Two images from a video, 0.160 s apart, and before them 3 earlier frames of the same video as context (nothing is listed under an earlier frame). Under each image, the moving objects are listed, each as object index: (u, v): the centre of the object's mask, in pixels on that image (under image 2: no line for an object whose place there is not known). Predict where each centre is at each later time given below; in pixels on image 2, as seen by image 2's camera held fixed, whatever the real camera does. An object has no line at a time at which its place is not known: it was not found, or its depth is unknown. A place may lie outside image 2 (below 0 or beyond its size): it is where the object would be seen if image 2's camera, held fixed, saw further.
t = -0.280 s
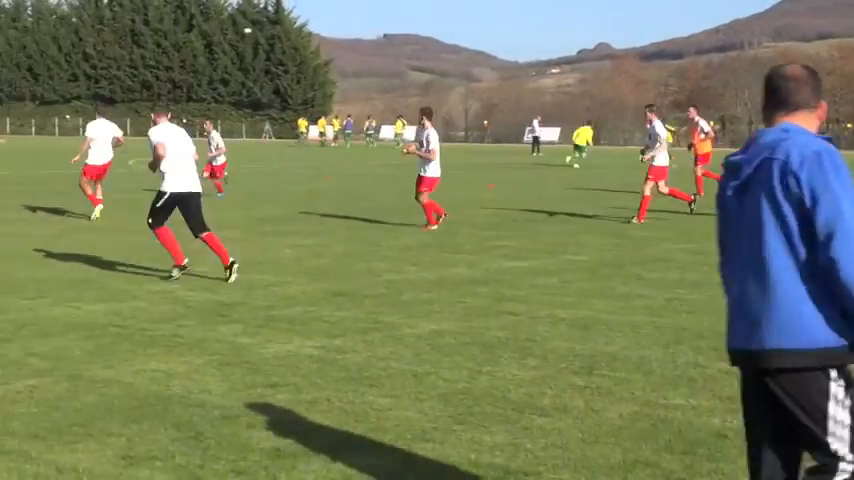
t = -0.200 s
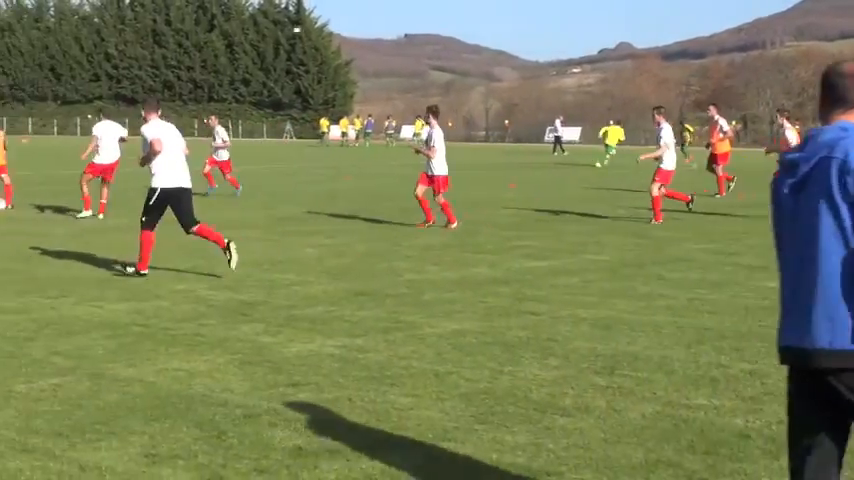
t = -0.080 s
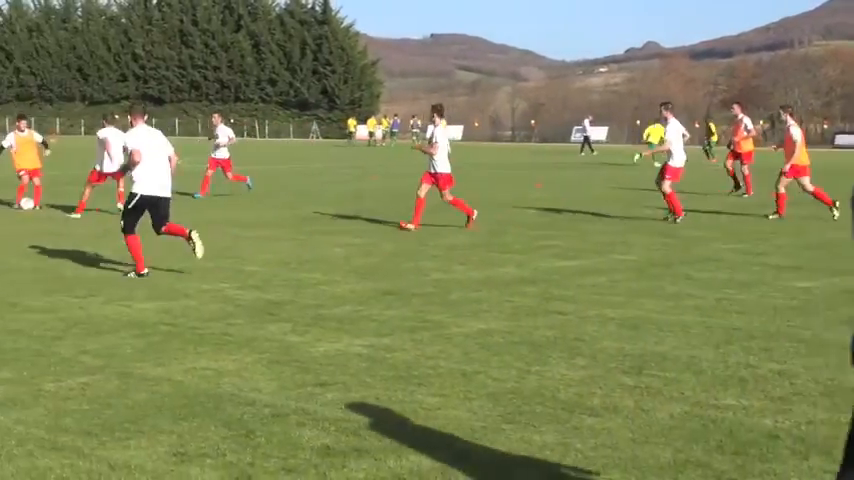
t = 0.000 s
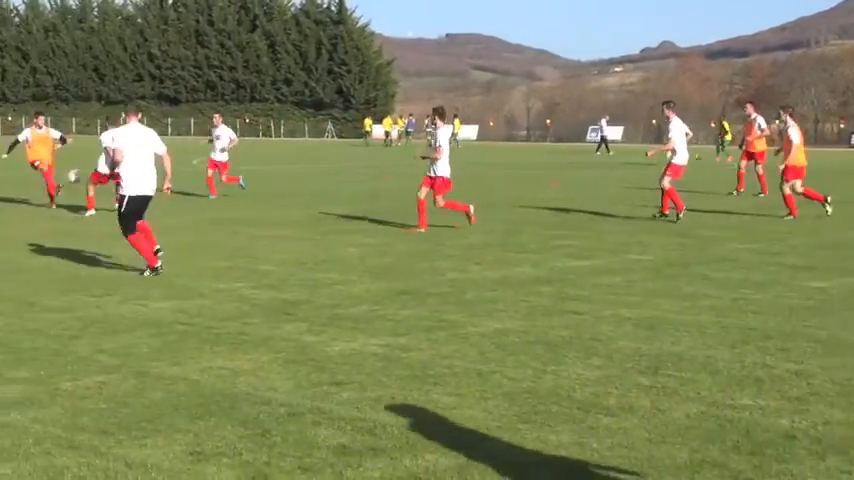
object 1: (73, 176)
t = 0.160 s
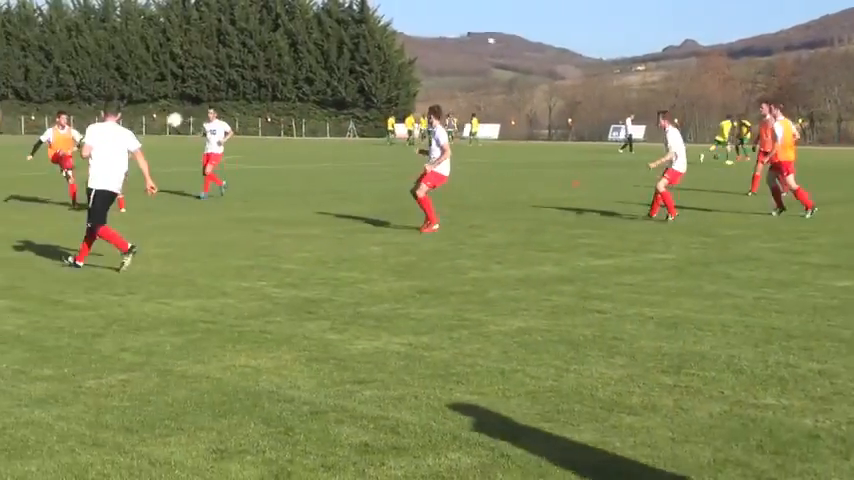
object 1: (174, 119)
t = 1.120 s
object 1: (751, 61)
